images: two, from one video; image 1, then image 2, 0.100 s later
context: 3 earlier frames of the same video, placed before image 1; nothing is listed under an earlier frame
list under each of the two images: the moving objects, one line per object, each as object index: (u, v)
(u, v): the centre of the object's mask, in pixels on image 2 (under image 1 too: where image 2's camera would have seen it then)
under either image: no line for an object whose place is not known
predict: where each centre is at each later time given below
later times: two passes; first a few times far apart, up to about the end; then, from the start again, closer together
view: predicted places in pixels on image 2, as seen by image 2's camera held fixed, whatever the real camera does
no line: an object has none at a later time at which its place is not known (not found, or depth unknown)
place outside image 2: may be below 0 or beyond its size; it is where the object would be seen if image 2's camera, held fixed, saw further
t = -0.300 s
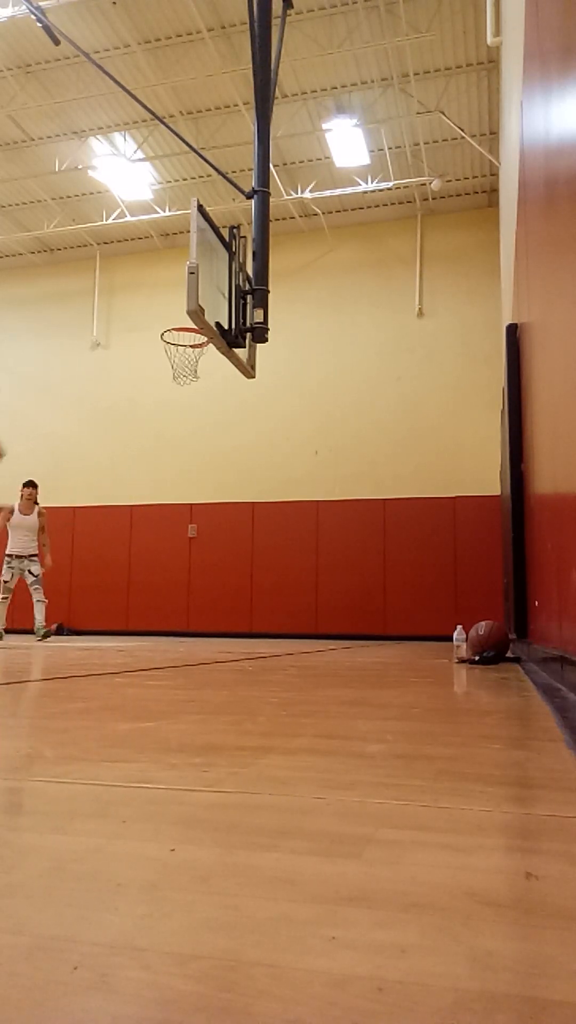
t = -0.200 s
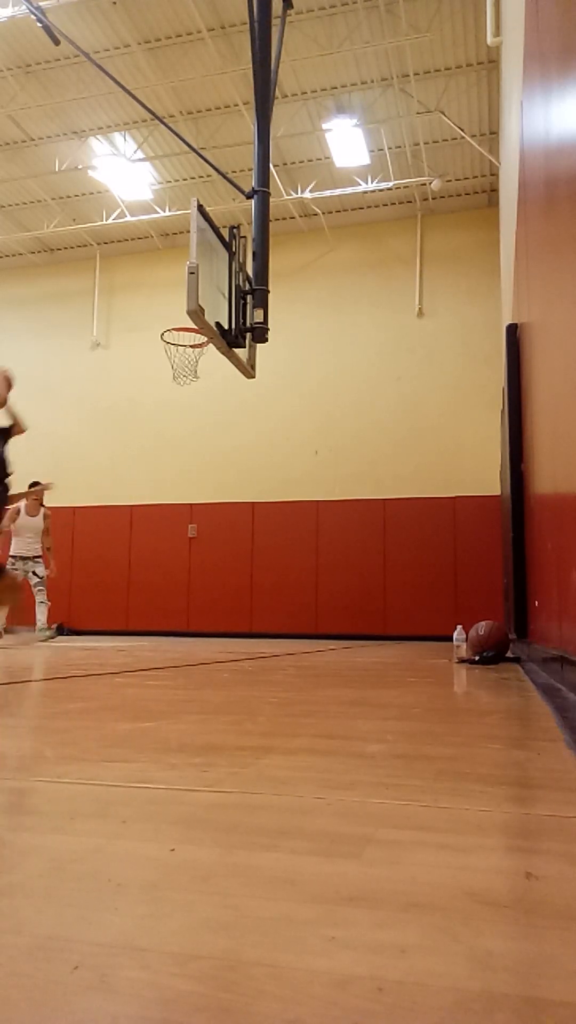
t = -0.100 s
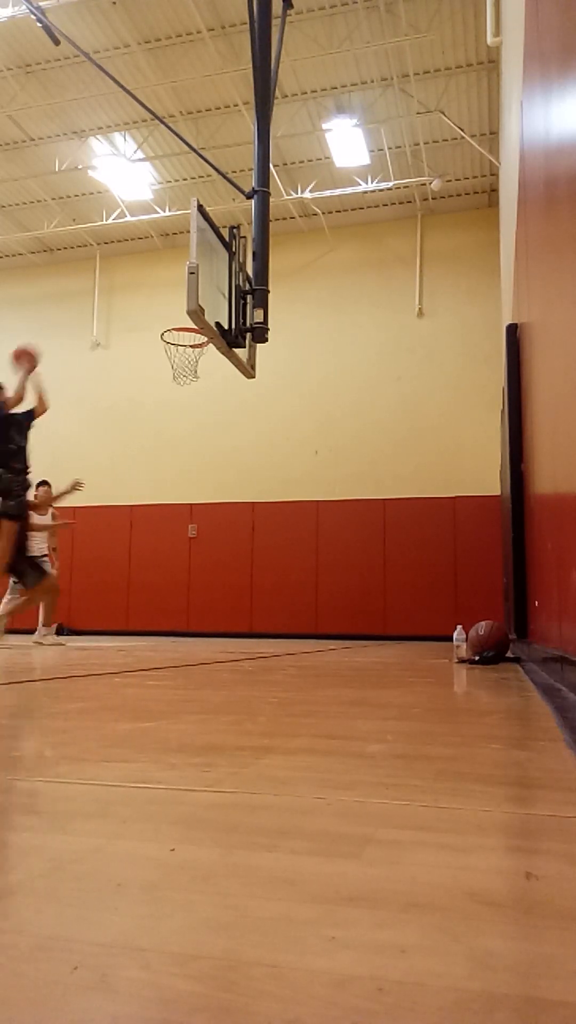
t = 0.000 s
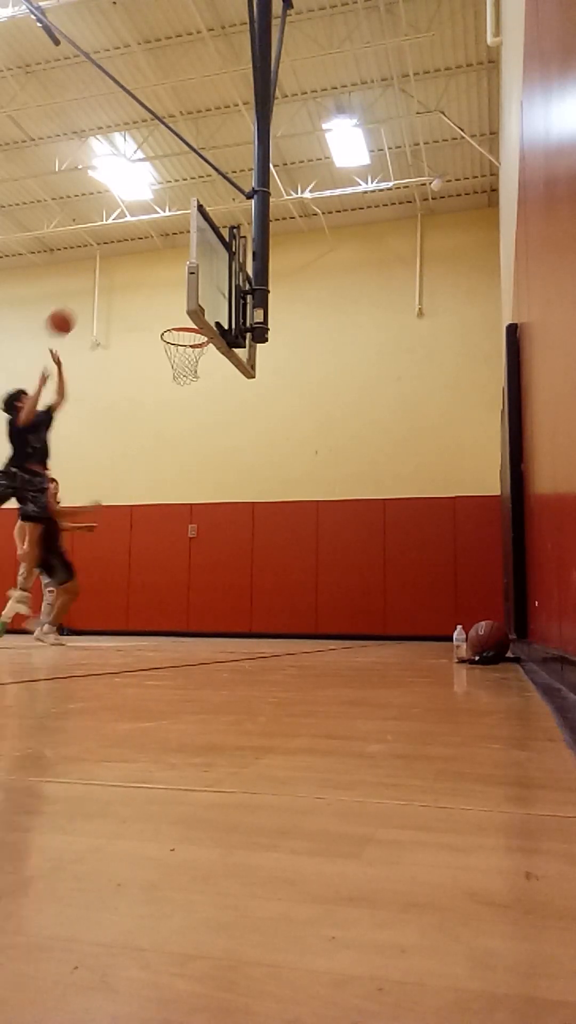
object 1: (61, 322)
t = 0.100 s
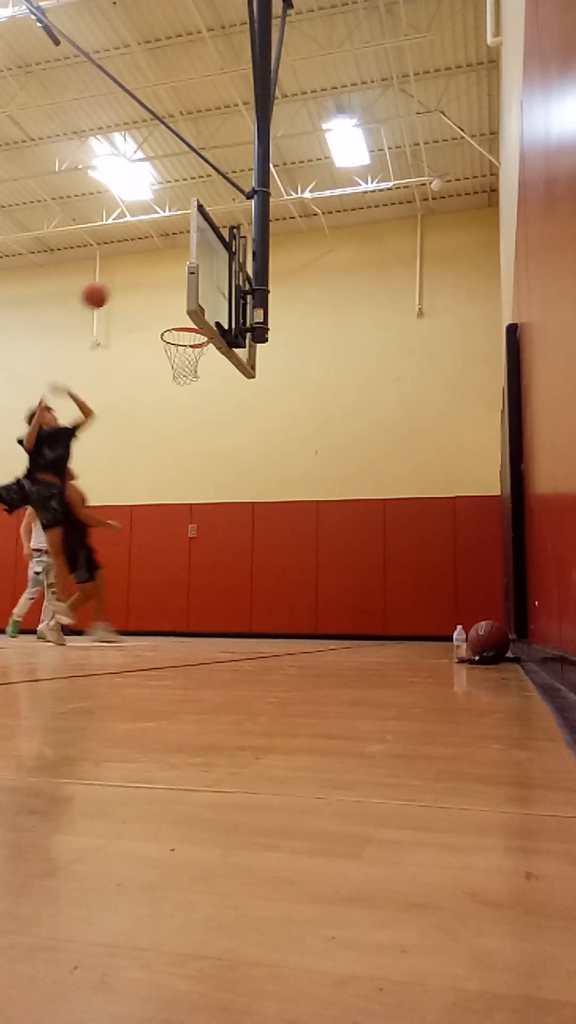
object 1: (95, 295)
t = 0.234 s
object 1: (137, 278)
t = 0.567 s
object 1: (183, 310)
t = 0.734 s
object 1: (169, 362)
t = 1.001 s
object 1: (171, 399)
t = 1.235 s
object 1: (173, 481)
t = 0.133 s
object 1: (106, 290)
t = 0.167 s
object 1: (116, 285)
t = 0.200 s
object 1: (127, 280)
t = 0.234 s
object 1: (137, 278)
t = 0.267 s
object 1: (146, 276)
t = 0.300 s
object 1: (156, 276)
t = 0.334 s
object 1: (166, 277)
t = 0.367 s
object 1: (176, 278)
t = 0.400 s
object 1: (181, 281)
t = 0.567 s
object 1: (183, 310)
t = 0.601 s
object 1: (183, 319)
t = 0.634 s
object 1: (182, 329)
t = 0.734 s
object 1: (169, 362)
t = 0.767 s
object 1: (167, 366)
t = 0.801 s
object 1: (167, 368)
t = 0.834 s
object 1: (168, 371)
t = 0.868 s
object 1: (168, 375)
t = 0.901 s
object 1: (169, 379)
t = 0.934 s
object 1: (169, 385)
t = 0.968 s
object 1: (170, 392)
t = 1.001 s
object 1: (171, 399)
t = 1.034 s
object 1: (171, 408)
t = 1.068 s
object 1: (171, 418)
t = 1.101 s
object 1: (172, 428)
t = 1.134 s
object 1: (172, 440)
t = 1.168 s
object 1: (172, 453)
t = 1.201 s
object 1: (172, 467)
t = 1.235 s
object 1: (173, 481)
